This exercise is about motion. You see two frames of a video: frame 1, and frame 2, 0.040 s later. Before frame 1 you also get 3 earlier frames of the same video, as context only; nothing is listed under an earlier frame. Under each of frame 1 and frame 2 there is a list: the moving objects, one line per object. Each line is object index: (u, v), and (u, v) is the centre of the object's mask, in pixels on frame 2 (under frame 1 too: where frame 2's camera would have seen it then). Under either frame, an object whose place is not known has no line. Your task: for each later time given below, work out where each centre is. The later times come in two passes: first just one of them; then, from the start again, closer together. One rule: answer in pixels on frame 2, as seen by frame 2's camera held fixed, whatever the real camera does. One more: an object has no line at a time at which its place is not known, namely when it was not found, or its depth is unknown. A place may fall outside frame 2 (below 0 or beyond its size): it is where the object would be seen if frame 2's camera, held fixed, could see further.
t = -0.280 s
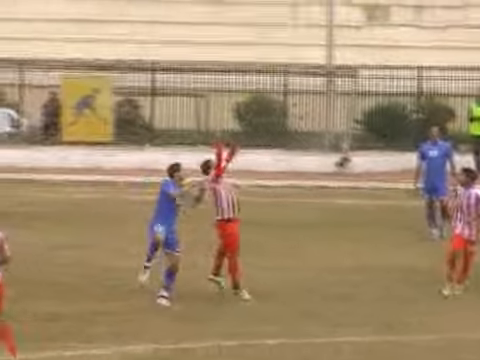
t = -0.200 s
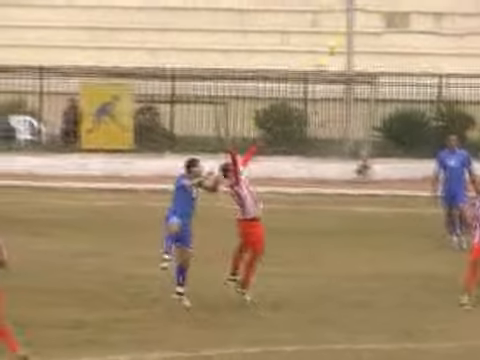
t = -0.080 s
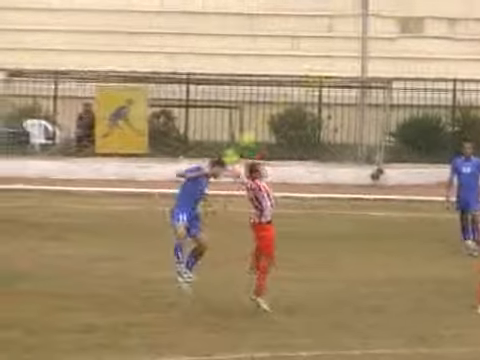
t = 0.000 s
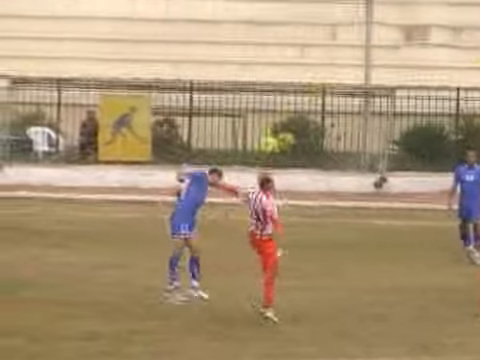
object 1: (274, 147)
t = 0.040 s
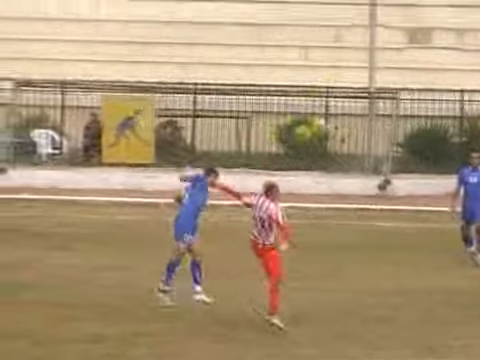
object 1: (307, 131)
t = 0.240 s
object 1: (459, 76)
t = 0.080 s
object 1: (340, 117)
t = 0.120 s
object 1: (372, 104)
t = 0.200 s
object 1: (430, 84)
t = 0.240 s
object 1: (459, 76)
